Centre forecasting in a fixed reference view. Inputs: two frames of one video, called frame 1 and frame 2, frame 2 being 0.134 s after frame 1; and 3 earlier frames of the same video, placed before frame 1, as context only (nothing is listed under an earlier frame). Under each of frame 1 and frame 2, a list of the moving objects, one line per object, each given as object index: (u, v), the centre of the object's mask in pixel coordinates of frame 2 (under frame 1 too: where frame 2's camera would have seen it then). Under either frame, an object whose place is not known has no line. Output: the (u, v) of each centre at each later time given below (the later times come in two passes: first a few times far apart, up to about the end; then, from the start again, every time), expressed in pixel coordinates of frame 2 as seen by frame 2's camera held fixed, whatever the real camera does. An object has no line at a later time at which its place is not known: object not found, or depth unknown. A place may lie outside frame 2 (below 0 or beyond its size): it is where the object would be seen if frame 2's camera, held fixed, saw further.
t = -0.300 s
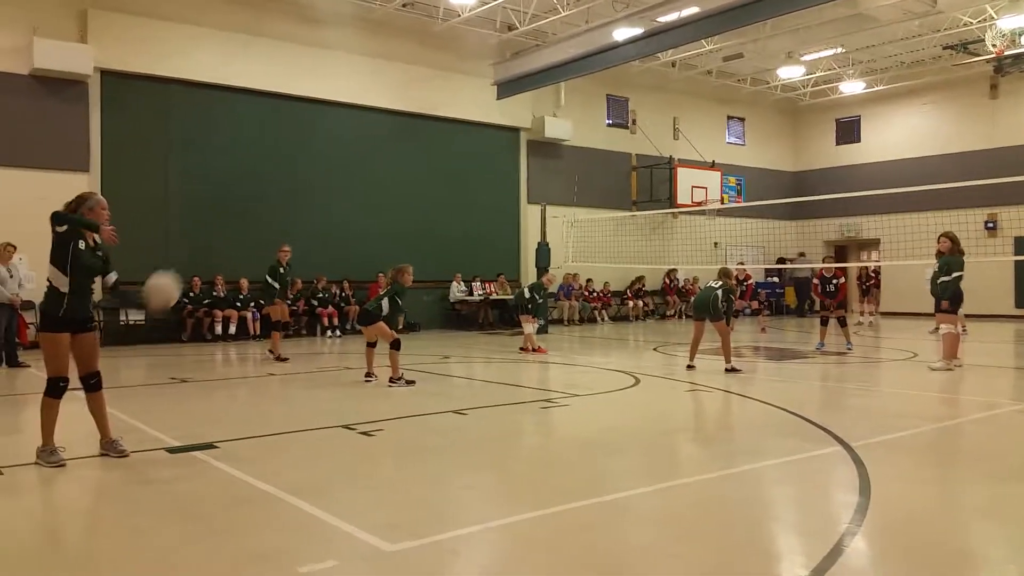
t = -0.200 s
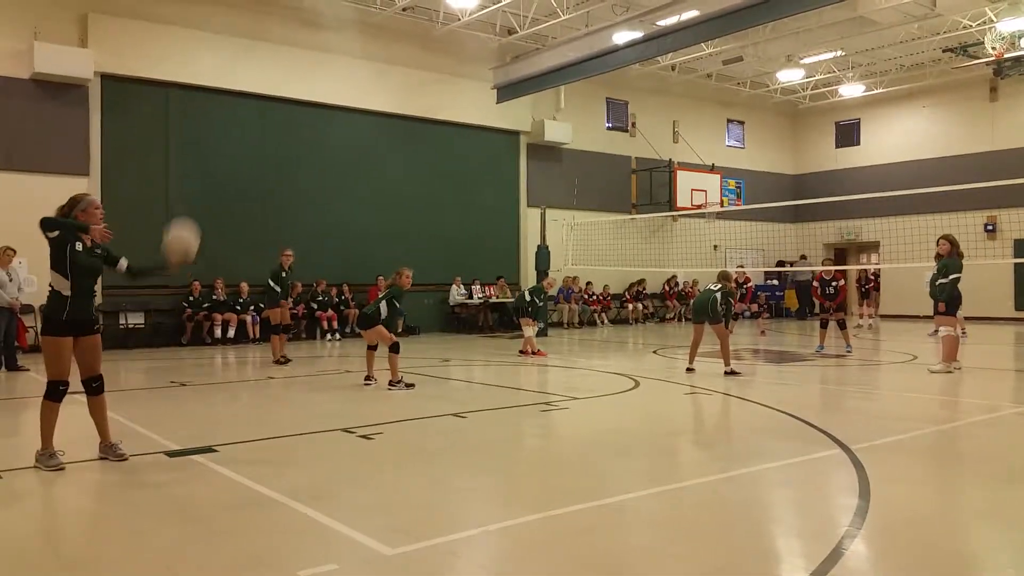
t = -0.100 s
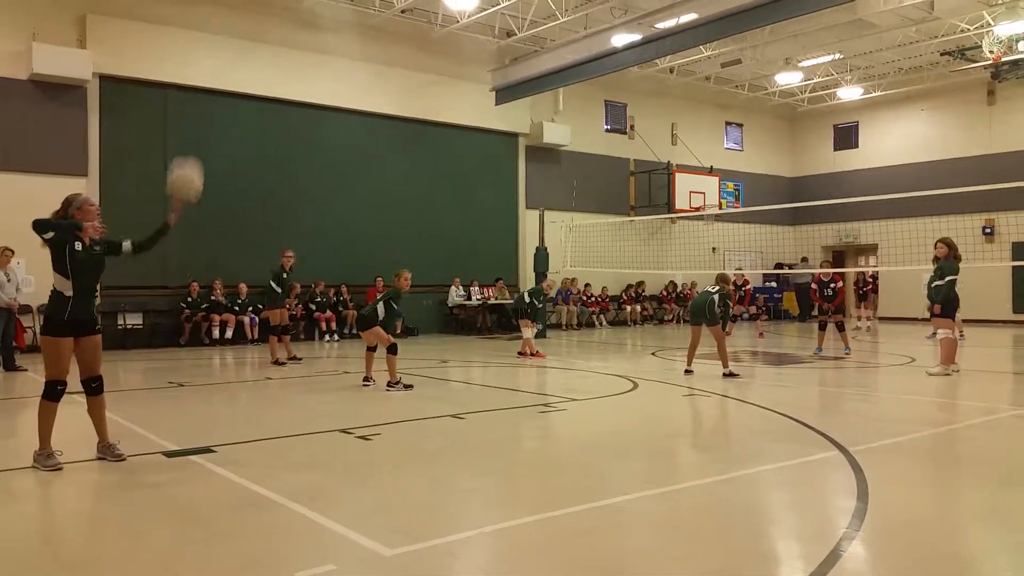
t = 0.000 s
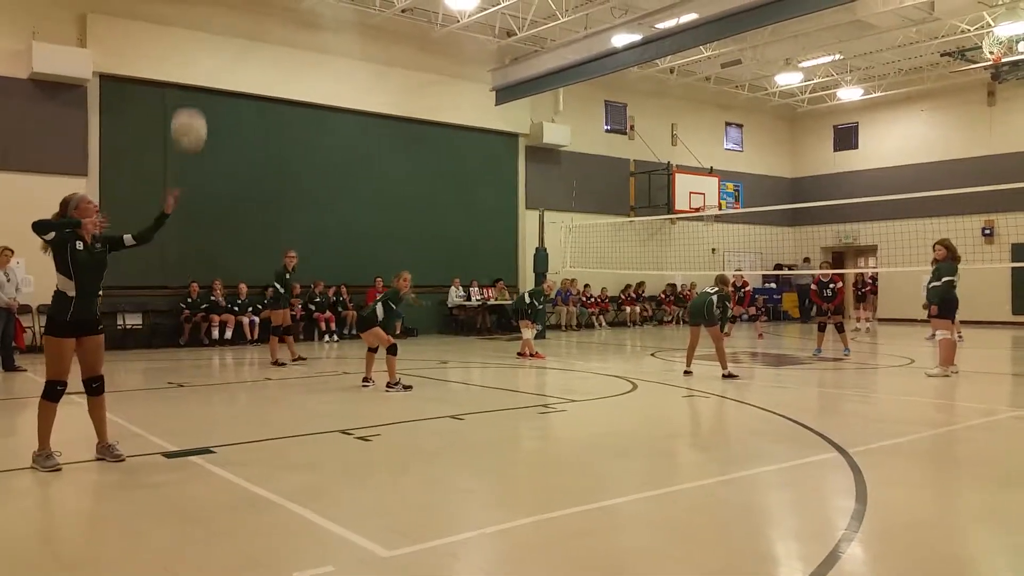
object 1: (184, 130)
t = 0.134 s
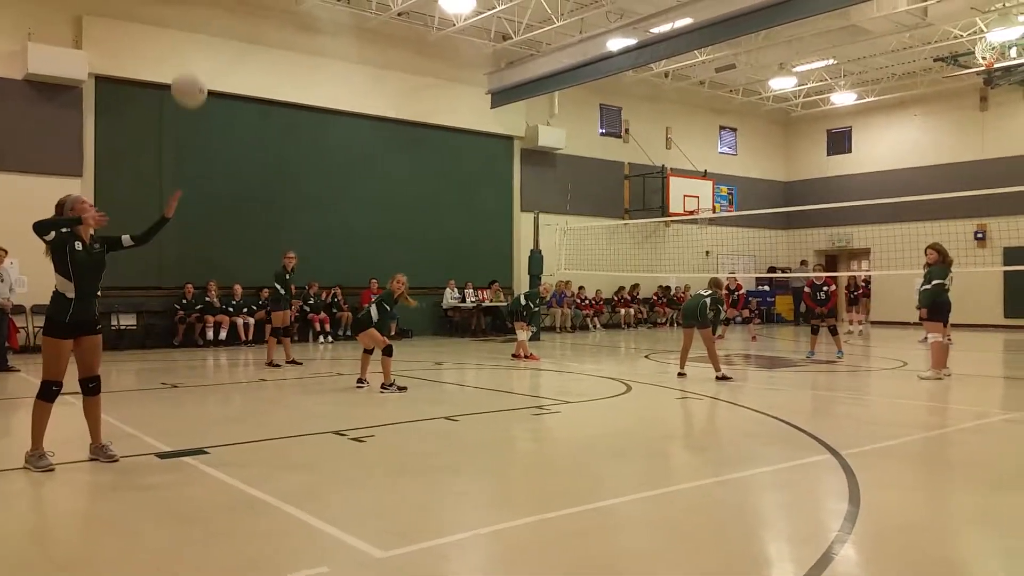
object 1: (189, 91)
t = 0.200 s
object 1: (190, 78)
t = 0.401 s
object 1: (199, 88)
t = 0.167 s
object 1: (189, 85)
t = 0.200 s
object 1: (190, 78)
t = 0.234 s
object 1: (192, 75)
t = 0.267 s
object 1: (194, 74)
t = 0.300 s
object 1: (196, 75)
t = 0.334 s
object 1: (197, 77)
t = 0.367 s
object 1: (197, 81)
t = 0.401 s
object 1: (199, 88)
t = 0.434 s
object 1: (200, 96)
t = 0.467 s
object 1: (202, 105)
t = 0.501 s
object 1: (203, 115)
